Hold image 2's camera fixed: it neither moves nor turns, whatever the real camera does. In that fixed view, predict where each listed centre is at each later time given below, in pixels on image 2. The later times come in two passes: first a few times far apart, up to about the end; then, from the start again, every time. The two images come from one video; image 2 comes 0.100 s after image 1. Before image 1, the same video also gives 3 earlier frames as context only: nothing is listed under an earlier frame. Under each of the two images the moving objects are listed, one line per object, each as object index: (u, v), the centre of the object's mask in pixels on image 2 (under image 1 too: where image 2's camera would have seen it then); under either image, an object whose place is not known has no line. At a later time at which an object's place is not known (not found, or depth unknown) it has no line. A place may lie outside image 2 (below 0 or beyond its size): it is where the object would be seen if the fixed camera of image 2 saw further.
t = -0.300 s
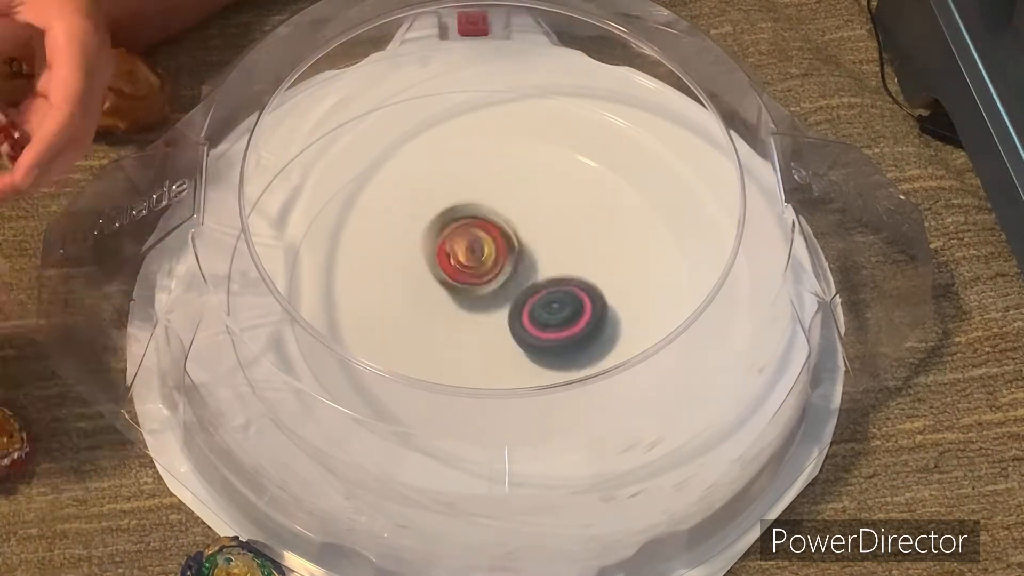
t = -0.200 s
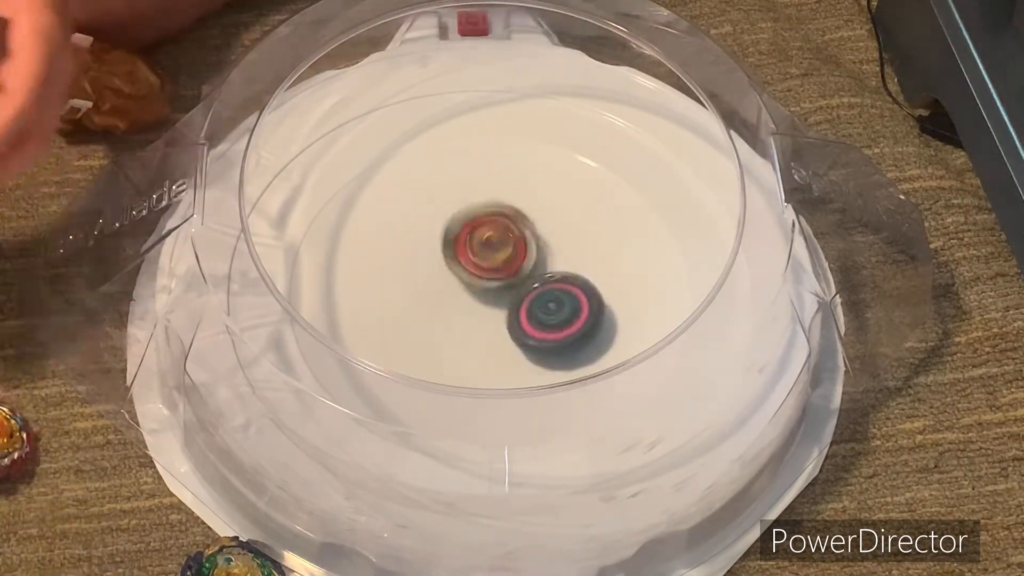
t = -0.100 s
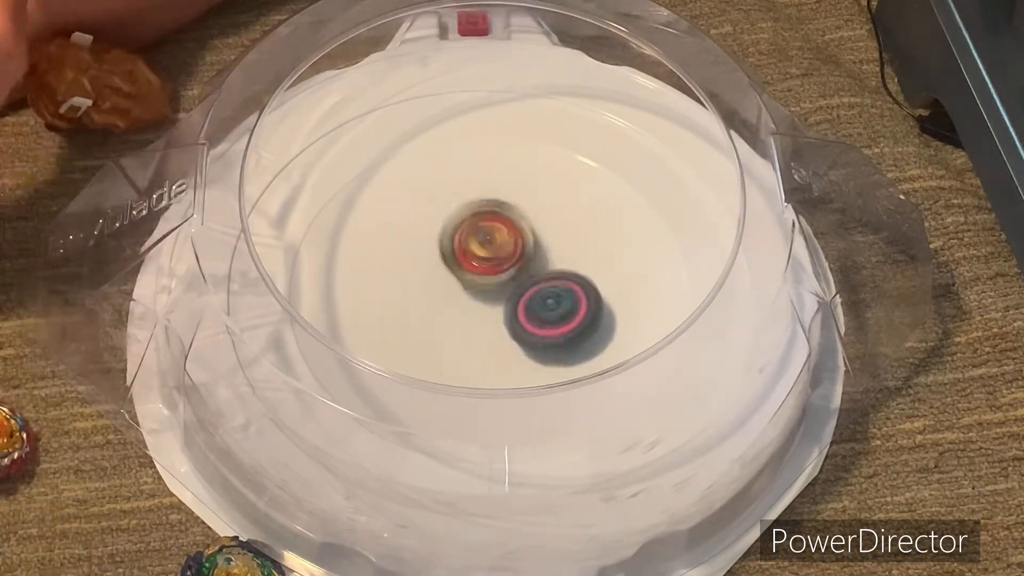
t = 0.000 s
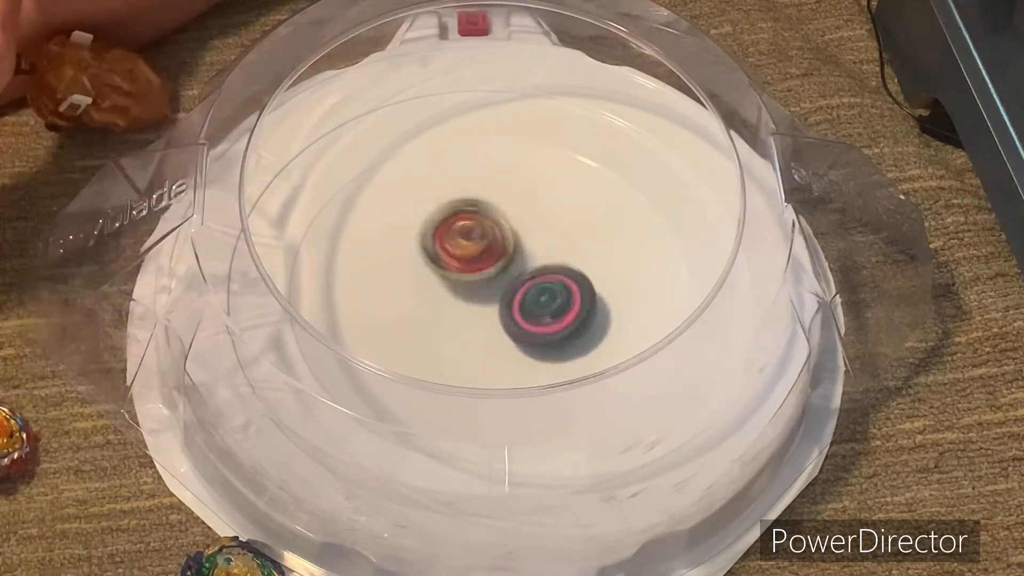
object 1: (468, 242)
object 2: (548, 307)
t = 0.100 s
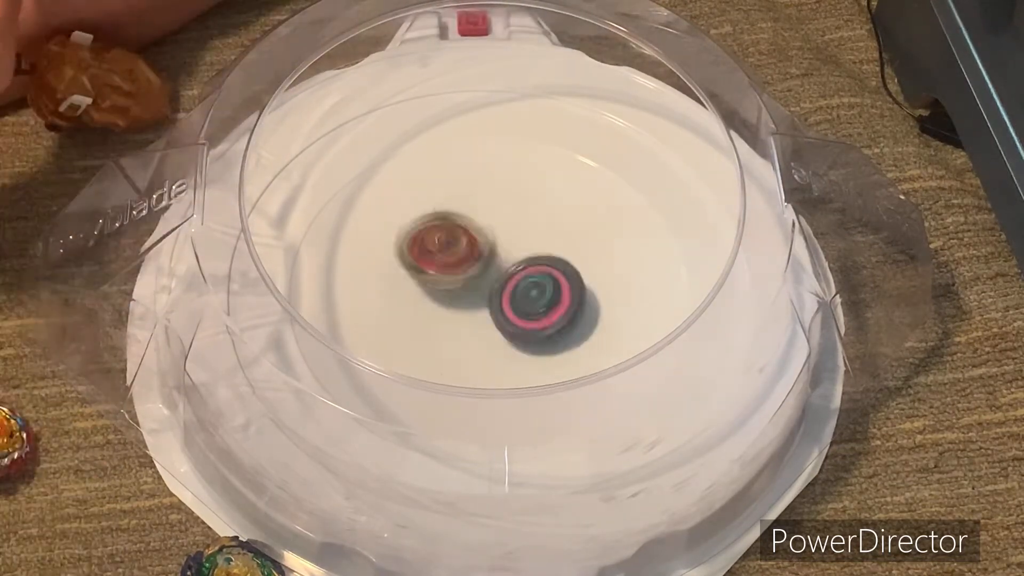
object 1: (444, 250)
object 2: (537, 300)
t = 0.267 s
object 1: (415, 276)
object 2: (516, 286)
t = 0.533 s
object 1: (435, 337)
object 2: (472, 264)
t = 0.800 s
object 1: (516, 306)
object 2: (433, 271)
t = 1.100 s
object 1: (510, 236)
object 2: (446, 304)
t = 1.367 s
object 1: (464, 230)
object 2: (488, 337)
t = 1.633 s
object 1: (452, 267)
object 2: (531, 320)
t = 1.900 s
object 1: (463, 315)
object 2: (542, 277)
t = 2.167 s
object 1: (516, 315)
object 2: (504, 243)
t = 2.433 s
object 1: (507, 331)
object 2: (474, 262)
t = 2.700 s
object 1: (513, 338)
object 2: (416, 301)
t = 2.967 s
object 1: (531, 309)
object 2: (434, 315)
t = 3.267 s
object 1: (546, 267)
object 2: (467, 297)
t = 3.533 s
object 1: (543, 272)
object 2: (443, 305)
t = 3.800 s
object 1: (524, 289)
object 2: (443, 302)
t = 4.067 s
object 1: (524, 290)
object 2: (445, 296)
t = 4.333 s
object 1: (523, 290)
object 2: (442, 296)
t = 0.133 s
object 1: (435, 253)
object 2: (537, 297)
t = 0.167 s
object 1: (427, 256)
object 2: (533, 294)
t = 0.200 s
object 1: (420, 262)
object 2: (527, 291)
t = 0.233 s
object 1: (416, 268)
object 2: (522, 290)
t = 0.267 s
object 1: (415, 276)
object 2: (516, 286)
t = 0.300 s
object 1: (414, 283)
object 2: (510, 284)
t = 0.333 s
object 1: (415, 289)
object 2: (505, 282)
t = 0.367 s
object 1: (415, 300)
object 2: (502, 278)
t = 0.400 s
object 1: (415, 308)
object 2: (496, 270)
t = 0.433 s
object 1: (417, 317)
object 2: (491, 267)
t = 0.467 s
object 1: (422, 326)
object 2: (484, 265)
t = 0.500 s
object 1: (429, 334)
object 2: (479, 265)
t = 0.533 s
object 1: (435, 337)
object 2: (472, 264)
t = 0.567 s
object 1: (443, 341)
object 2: (465, 262)
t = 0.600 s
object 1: (454, 341)
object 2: (460, 262)
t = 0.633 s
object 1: (469, 342)
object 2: (454, 263)
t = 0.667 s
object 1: (480, 340)
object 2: (449, 263)
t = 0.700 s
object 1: (492, 334)
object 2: (443, 264)
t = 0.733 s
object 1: (501, 326)
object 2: (440, 266)
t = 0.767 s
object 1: (512, 320)
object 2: (436, 269)
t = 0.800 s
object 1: (516, 306)
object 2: (433, 271)
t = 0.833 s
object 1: (522, 299)
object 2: (432, 275)
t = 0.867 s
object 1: (525, 289)
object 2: (432, 279)
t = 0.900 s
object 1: (526, 279)
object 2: (432, 282)
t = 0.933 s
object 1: (526, 268)
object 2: (433, 286)
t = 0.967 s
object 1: (526, 262)
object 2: (434, 290)
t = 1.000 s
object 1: (523, 253)
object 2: (437, 294)
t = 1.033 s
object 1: (519, 245)
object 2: (439, 298)
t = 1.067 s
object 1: (515, 239)
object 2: (442, 301)
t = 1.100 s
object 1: (510, 236)
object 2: (446, 304)
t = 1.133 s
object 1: (503, 233)
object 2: (450, 307)
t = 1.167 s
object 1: (497, 232)
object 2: (455, 309)
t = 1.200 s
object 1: (489, 233)
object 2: (459, 311)
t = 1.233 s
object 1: (482, 235)
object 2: (464, 314)
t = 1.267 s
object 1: (477, 240)
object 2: (468, 317)
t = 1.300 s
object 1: (474, 233)
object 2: (475, 327)
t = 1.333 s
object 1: (470, 230)
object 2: (481, 333)
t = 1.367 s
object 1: (464, 230)
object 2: (488, 337)
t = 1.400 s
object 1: (460, 232)
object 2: (493, 337)
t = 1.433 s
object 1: (457, 235)
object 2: (496, 336)
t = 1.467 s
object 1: (457, 240)
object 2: (500, 334)
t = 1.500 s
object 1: (457, 247)
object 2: (504, 331)
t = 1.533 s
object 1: (458, 254)
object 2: (508, 329)
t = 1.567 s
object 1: (461, 263)
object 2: (512, 326)
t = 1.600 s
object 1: (459, 268)
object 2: (520, 324)
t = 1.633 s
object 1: (452, 267)
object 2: (531, 320)
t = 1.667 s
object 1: (449, 271)
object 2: (538, 317)
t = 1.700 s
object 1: (450, 275)
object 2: (539, 314)
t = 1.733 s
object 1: (454, 283)
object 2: (539, 309)
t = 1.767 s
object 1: (458, 290)
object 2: (543, 302)
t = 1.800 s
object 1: (453, 301)
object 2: (545, 296)
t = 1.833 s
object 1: (453, 305)
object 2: (545, 290)
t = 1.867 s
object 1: (455, 310)
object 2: (543, 285)
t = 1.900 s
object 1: (463, 315)
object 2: (542, 277)
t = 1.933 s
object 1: (470, 320)
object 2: (538, 270)
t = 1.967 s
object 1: (479, 322)
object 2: (533, 263)
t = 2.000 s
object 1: (487, 325)
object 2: (528, 258)
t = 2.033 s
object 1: (496, 326)
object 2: (523, 254)
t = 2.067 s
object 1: (504, 325)
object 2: (517, 250)
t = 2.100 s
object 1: (511, 322)
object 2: (511, 246)
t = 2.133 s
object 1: (517, 316)
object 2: (506, 244)
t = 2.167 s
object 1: (516, 315)
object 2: (504, 243)
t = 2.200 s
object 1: (517, 319)
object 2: (501, 241)
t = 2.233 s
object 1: (517, 322)
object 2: (496, 244)
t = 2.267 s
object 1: (518, 324)
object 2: (492, 247)
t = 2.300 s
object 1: (516, 325)
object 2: (491, 251)
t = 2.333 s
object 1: (515, 325)
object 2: (487, 253)
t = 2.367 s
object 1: (512, 324)
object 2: (485, 255)
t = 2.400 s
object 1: (508, 325)
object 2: (481, 258)
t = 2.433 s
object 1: (507, 331)
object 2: (474, 262)
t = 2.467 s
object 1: (506, 338)
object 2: (466, 268)
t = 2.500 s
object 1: (507, 336)
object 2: (456, 275)
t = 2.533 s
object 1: (507, 335)
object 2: (447, 282)
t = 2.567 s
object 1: (505, 335)
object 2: (437, 285)
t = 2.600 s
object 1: (510, 340)
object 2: (429, 289)
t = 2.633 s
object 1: (507, 343)
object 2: (422, 294)
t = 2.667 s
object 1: (510, 342)
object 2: (417, 295)
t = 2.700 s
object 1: (513, 338)
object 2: (416, 301)
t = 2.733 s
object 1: (511, 336)
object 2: (419, 304)
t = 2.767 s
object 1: (509, 335)
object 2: (421, 308)
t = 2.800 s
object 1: (510, 329)
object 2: (422, 310)
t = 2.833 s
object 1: (512, 324)
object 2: (424, 313)
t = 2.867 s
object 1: (518, 322)
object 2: (424, 314)
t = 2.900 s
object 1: (521, 317)
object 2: (427, 314)
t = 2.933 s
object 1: (527, 314)
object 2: (430, 314)
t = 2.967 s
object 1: (531, 309)
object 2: (434, 315)
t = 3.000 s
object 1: (543, 305)
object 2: (432, 315)
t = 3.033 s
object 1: (552, 294)
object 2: (434, 312)
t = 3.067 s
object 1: (555, 288)
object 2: (438, 312)
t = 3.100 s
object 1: (558, 280)
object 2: (443, 311)
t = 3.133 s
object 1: (558, 275)
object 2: (448, 306)
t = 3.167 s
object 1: (555, 270)
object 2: (456, 303)
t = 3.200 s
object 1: (552, 269)
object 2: (462, 300)
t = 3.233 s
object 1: (551, 268)
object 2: (463, 299)
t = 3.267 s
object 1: (546, 267)
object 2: (467, 297)
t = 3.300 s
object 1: (548, 270)
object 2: (462, 297)
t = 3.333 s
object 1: (550, 272)
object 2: (458, 298)
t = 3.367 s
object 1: (551, 275)
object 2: (454, 299)
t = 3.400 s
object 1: (549, 277)
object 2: (453, 298)
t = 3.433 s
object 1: (546, 277)
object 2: (453, 298)
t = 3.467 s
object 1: (543, 278)
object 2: (454, 300)
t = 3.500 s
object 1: (543, 276)
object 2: (450, 305)
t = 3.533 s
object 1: (543, 272)
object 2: (443, 305)
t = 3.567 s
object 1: (539, 272)
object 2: (440, 307)
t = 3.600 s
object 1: (536, 274)
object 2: (439, 305)
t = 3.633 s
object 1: (533, 276)
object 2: (435, 303)
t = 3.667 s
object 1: (530, 278)
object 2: (434, 303)
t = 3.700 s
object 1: (528, 280)
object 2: (434, 302)
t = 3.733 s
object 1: (526, 283)
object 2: (435, 301)
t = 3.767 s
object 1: (523, 285)
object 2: (439, 302)
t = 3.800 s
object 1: (524, 289)
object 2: (443, 302)
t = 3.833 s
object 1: (523, 292)
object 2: (441, 302)
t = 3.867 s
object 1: (523, 292)
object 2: (440, 302)
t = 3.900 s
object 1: (521, 293)
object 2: (439, 300)
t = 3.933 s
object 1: (521, 293)
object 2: (440, 299)
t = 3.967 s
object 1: (521, 293)
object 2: (443, 298)
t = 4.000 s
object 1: (523, 292)
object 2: (445, 297)
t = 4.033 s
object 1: (523, 291)
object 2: (444, 296)
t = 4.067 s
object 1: (524, 290)
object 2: (445, 296)
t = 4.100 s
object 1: (523, 290)
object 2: (444, 295)
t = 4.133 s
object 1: (523, 290)
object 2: (442, 296)
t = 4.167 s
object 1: (523, 290)
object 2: (442, 295)
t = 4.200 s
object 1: (523, 291)
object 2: (442, 295)
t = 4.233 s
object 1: (523, 290)
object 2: (442, 295)
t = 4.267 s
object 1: (523, 290)
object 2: (442, 296)
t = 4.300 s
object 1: (523, 290)
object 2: (443, 296)
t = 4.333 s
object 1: (523, 290)
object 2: (442, 296)
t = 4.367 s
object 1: (524, 290)
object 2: (443, 296)
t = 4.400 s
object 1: (523, 290)
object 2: (442, 296)
